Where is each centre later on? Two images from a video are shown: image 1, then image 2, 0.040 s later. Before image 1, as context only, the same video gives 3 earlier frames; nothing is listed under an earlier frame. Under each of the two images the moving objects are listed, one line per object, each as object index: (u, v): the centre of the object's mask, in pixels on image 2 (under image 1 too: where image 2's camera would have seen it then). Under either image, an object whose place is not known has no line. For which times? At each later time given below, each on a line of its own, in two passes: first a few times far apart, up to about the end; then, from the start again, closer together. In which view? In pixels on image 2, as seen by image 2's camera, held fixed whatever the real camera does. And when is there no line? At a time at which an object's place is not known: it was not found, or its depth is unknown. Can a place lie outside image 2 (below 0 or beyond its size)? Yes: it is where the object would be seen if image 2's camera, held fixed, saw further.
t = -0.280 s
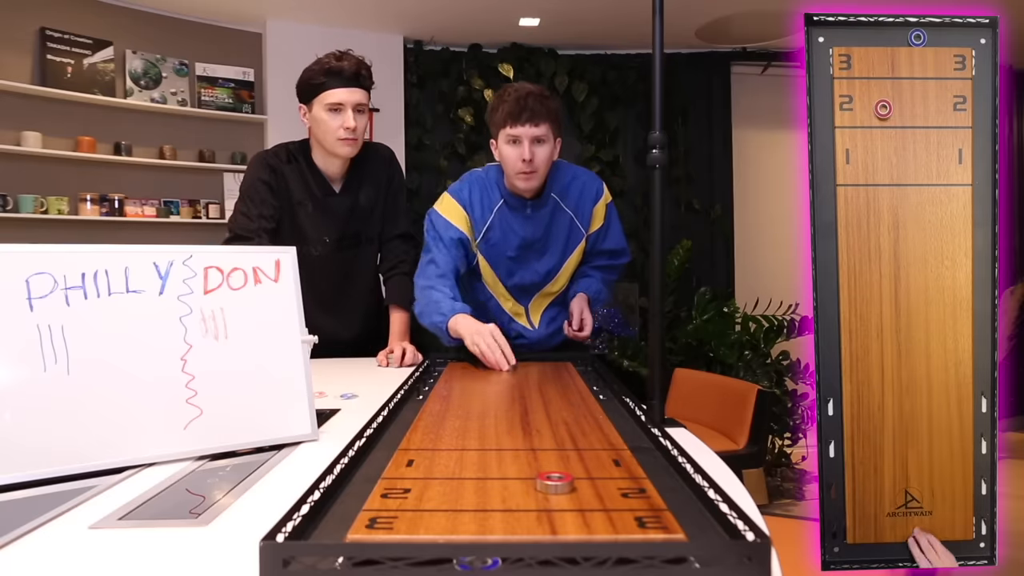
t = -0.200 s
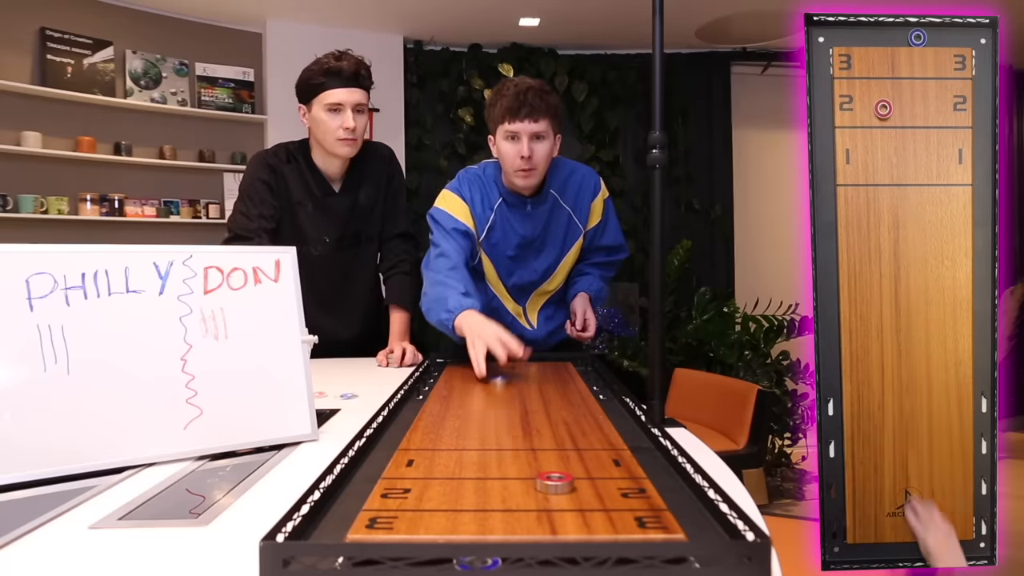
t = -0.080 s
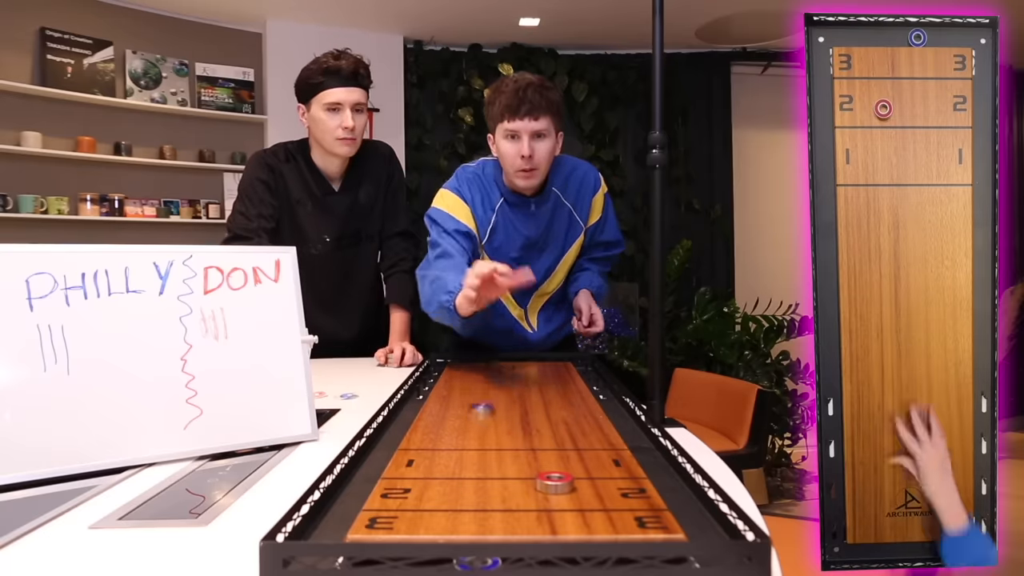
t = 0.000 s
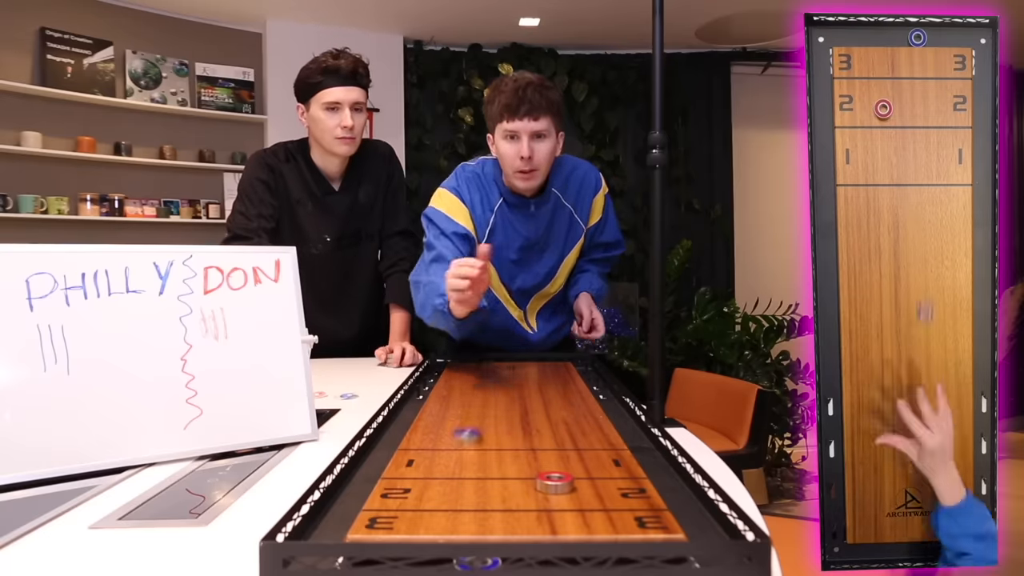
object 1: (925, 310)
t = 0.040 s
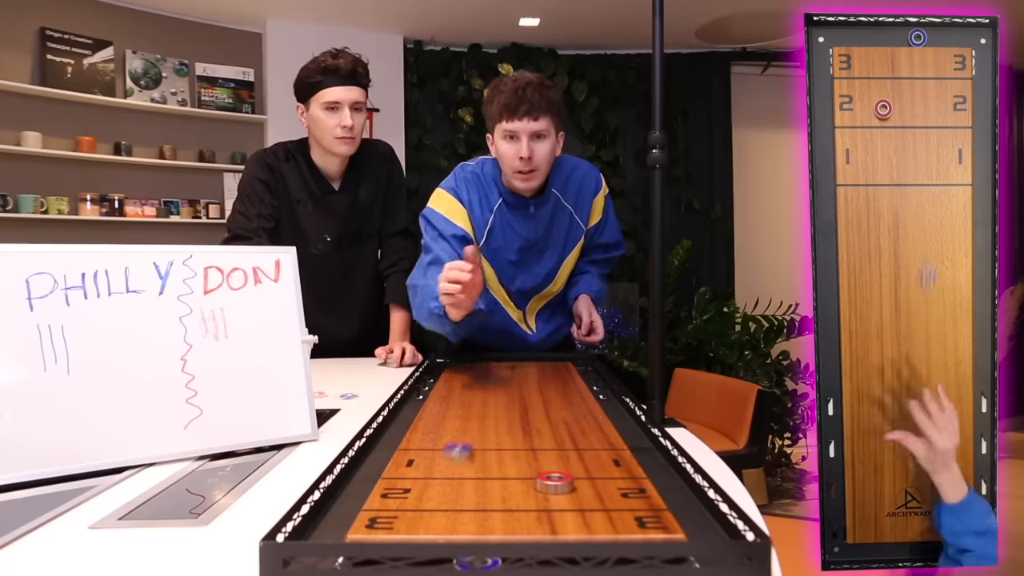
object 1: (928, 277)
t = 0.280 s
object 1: (940, 60)
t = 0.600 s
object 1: (935, 82)
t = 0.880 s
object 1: (941, 97)
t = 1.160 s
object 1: (938, 90)
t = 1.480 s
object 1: (937, 97)
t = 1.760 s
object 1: (937, 94)
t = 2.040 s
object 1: (937, 97)
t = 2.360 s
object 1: (936, 96)
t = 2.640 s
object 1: (936, 96)
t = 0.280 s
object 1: (940, 60)
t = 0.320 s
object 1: (942, 33)
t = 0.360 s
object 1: (940, 42)
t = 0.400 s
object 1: (939, 53)
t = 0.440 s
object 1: (938, 59)
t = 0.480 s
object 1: (938, 67)
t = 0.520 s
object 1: (936, 73)
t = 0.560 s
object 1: (934, 78)
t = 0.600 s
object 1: (935, 82)
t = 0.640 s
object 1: (934, 89)
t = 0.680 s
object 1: (935, 92)
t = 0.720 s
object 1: (935, 94)
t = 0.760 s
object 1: (936, 95)
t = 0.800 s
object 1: (937, 97)
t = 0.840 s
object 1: (940, 97)
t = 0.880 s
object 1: (941, 97)
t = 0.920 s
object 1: (942, 95)
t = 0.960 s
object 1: (942, 95)
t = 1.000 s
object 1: (942, 93)
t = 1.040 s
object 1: (941, 91)
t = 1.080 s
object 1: (940, 91)
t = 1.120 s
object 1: (939, 90)
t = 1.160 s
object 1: (938, 90)
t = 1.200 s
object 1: (937, 91)
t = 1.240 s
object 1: (935, 92)
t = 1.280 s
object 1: (934, 94)
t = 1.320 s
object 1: (935, 94)
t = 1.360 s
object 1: (935, 95)
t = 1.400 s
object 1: (936, 96)
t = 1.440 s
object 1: (936, 97)
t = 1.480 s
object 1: (937, 97)
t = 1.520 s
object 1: (938, 97)
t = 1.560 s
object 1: (938, 96)
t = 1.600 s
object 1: (939, 96)
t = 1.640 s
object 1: (939, 95)
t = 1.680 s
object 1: (938, 94)
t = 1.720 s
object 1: (938, 94)
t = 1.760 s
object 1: (937, 94)
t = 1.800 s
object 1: (936, 94)
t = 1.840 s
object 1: (935, 95)
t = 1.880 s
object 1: (936, 95)
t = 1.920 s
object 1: (936, 96)
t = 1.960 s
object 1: (936, 96)
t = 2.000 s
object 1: (936, 97)
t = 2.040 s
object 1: (937, 97)
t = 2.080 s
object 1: (937, 97)
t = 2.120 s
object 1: (937, 97)
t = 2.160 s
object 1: (937, 96)
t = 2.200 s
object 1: (937, 96)
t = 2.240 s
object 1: (936, 96)
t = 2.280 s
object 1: (936, 96)
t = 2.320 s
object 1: (936, 96)
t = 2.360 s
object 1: (936, 96)
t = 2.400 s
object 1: (936, 96)
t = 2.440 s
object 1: (936, 97)
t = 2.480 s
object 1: (936, 97)
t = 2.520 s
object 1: (936, 97)
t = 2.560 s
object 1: (936, 97)
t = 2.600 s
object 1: (936, 97)
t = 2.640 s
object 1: (936, 96)
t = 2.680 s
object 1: (936, 96)
